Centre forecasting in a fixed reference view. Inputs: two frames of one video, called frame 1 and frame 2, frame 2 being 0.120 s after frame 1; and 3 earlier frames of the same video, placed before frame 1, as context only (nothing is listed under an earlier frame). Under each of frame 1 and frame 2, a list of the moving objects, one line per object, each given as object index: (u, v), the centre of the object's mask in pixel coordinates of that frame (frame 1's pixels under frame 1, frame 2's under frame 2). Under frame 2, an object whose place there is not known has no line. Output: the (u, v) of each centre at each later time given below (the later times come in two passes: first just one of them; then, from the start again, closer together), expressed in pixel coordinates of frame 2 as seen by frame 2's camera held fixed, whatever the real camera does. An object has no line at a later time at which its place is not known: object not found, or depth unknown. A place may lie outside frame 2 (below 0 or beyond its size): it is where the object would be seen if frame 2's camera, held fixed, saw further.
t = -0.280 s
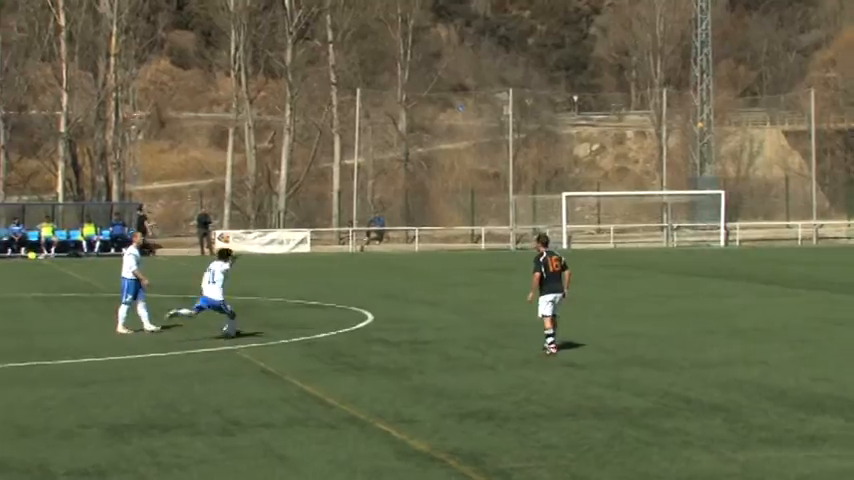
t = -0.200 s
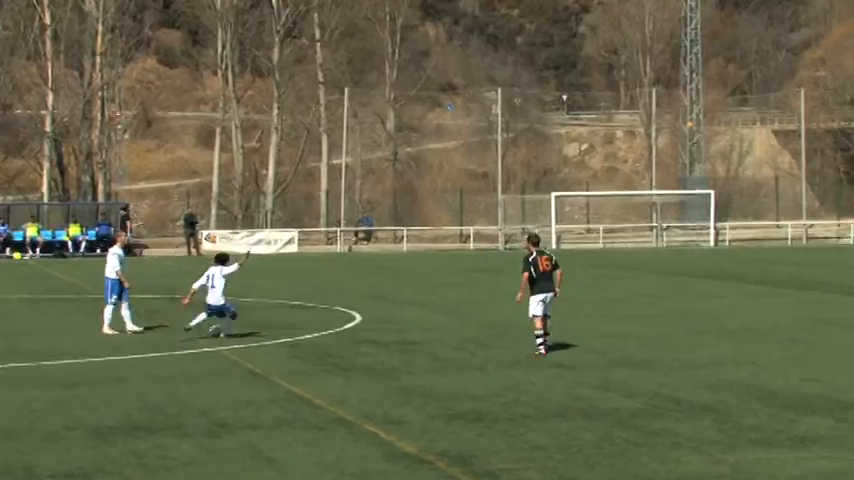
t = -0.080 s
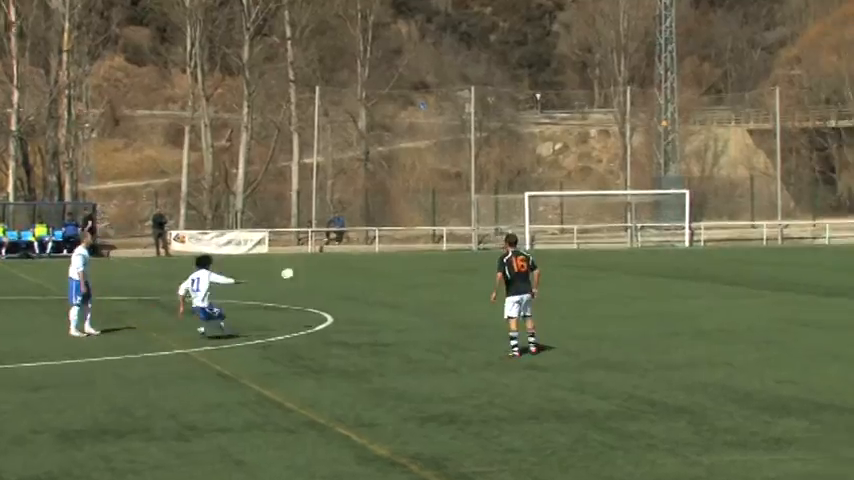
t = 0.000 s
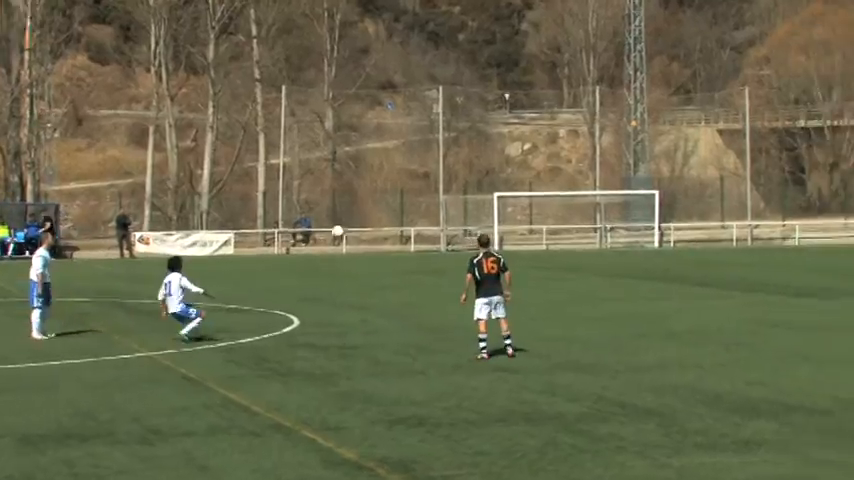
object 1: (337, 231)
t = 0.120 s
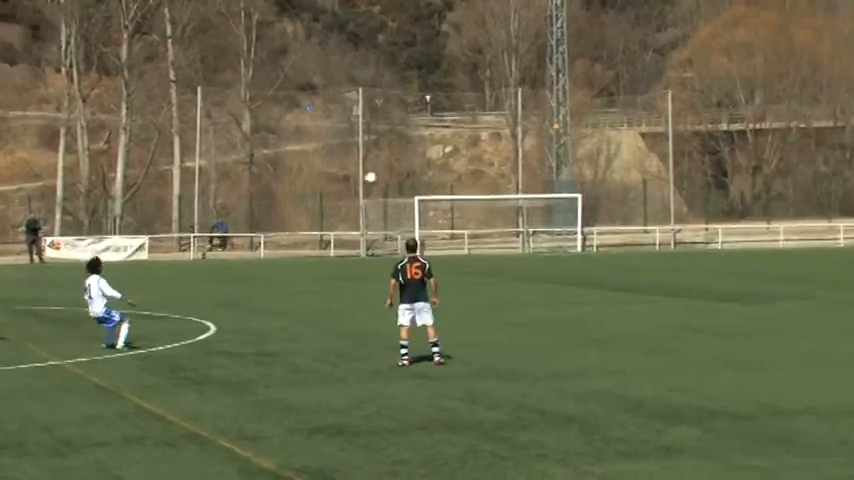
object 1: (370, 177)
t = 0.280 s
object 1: (503, 115)
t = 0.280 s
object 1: (503, 115)
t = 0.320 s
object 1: (533, 101)
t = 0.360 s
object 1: (562, 89)
